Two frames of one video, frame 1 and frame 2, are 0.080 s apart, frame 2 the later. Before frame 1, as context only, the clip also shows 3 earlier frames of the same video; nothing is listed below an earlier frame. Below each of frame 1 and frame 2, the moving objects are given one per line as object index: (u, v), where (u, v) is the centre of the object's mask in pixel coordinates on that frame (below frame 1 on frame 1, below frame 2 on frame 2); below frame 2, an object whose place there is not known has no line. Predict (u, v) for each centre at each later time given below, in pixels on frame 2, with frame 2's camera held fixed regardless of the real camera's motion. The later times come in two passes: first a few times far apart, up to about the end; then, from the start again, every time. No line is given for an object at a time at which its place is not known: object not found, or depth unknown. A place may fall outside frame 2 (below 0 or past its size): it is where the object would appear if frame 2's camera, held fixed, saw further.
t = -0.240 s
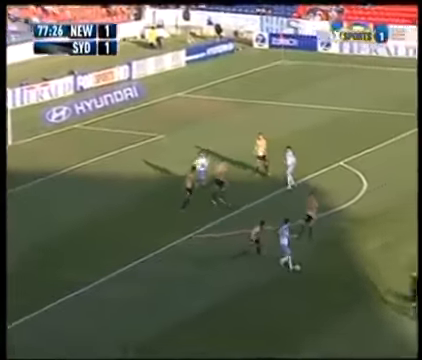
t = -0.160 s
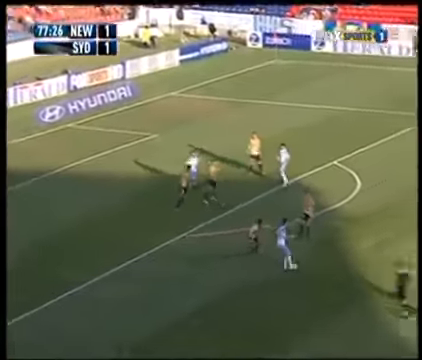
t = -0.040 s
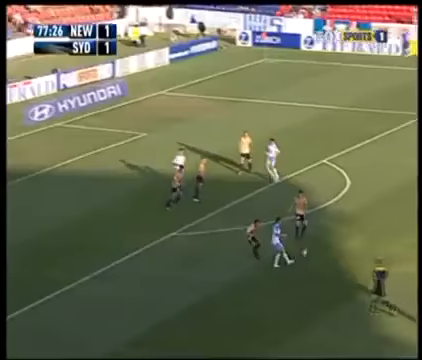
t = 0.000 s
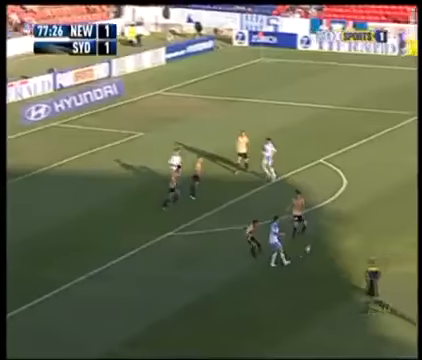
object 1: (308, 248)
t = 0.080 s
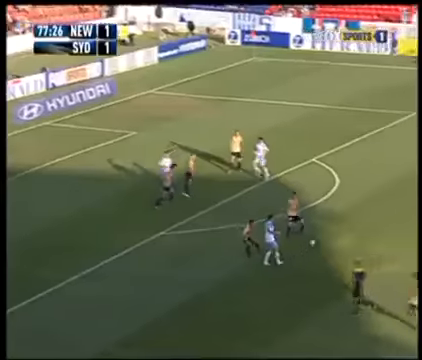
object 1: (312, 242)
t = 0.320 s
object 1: (341, 225)
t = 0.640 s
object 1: (368, 208)
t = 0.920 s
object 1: (384, 198)
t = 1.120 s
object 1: (394, 192)
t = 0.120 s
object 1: (317, 238)
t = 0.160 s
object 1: (323, 235)
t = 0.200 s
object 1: (328, 234)
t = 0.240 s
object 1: (332, 231)
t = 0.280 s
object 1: (337, 228)
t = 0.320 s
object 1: (341, 225)
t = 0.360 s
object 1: (345, 223)
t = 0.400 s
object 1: (349, 220)
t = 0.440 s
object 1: (353, 217)
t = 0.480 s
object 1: (357, 215)
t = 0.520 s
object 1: (360, 214)
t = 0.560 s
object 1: (362, 212)
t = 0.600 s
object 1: (365, 210)
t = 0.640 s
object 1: (368, 208)
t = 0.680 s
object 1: (370, 207)
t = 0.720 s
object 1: (373, 206)
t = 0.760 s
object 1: (375, 204)
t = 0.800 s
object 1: (378, 202)
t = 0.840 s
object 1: (380, 200)
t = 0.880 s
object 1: (382, 199)
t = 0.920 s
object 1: (384, 198)
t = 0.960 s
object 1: (387, 197)
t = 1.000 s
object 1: (389, 196)
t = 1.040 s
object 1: (391, 194)
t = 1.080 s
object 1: (393, 193)
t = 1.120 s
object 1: (394, 192)
